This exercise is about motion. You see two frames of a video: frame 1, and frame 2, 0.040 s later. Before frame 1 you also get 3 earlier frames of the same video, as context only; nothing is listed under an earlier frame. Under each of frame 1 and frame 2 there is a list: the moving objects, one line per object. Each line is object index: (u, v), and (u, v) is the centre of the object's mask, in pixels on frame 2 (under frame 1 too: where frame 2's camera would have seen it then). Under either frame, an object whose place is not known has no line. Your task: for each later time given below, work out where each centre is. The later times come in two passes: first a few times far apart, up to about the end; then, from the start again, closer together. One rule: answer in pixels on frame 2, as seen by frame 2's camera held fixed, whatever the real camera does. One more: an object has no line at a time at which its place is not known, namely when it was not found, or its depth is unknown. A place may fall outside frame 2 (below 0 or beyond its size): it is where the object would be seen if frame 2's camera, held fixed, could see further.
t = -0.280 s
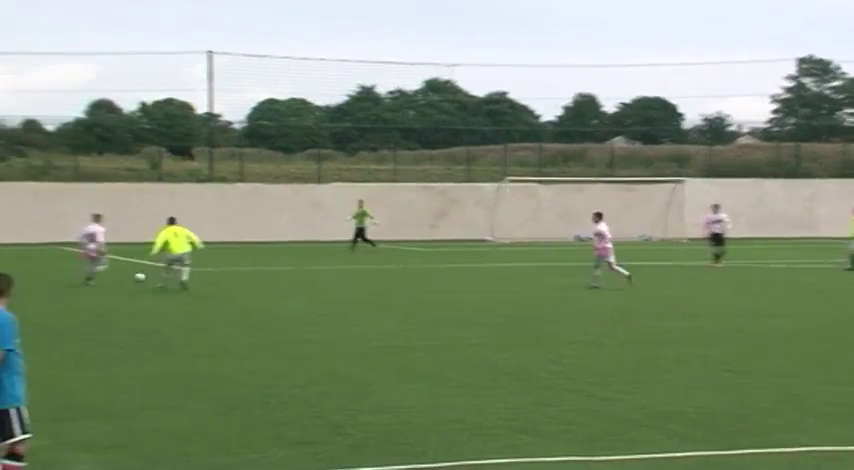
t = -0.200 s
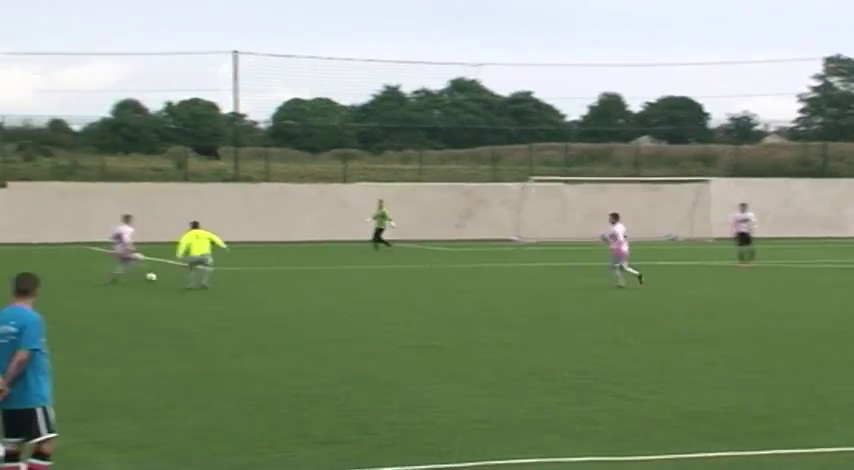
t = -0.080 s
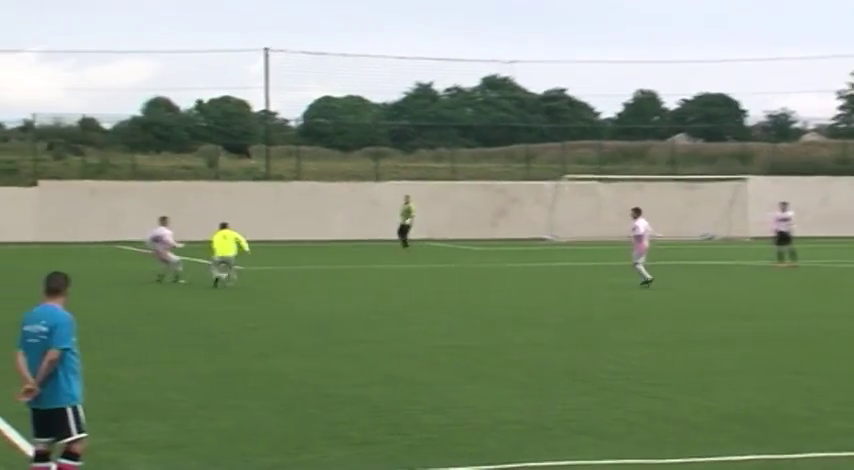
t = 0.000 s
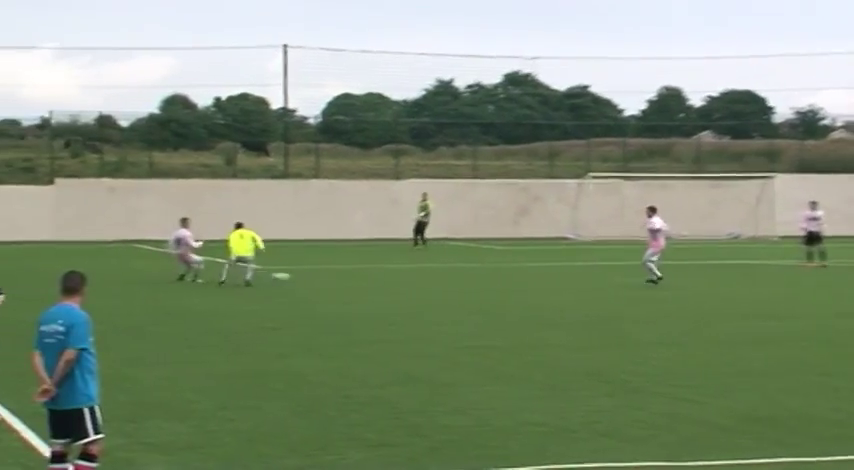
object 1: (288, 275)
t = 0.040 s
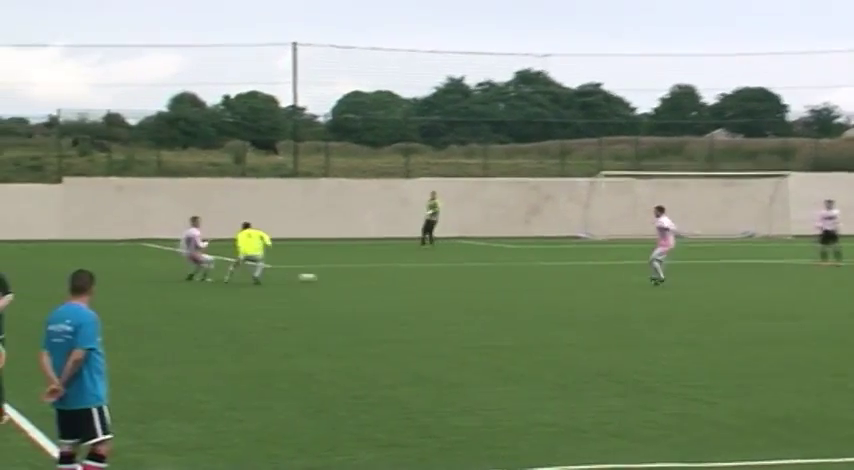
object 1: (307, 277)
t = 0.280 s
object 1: (398, 278)
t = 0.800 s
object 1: (541, 286)
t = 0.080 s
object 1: (322, 276)
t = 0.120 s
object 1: (338, 277)
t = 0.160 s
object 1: (353, 278)
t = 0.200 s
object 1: (368, 278)
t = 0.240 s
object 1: (383, 278)
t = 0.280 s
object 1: (398, 278)
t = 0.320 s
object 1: (411, 279)
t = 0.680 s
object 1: (512, 286)
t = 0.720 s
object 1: (521, 285)
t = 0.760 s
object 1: (531, 285)
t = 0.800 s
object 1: (541, 286)
